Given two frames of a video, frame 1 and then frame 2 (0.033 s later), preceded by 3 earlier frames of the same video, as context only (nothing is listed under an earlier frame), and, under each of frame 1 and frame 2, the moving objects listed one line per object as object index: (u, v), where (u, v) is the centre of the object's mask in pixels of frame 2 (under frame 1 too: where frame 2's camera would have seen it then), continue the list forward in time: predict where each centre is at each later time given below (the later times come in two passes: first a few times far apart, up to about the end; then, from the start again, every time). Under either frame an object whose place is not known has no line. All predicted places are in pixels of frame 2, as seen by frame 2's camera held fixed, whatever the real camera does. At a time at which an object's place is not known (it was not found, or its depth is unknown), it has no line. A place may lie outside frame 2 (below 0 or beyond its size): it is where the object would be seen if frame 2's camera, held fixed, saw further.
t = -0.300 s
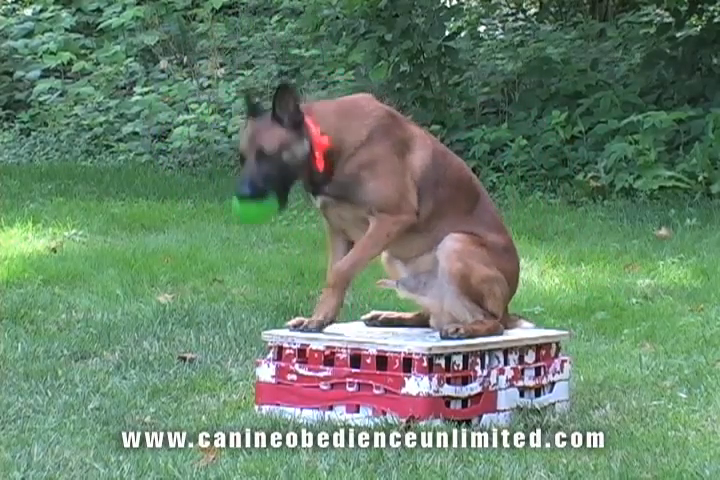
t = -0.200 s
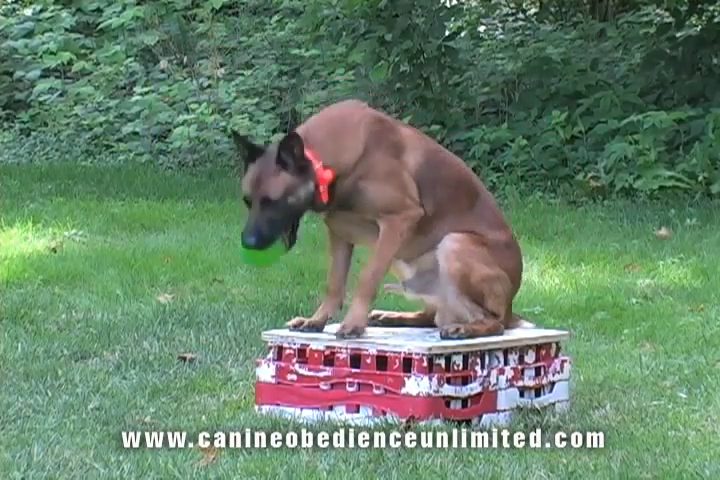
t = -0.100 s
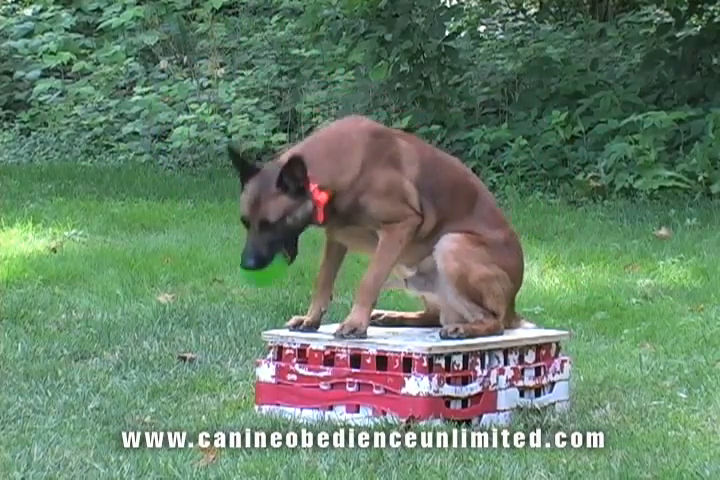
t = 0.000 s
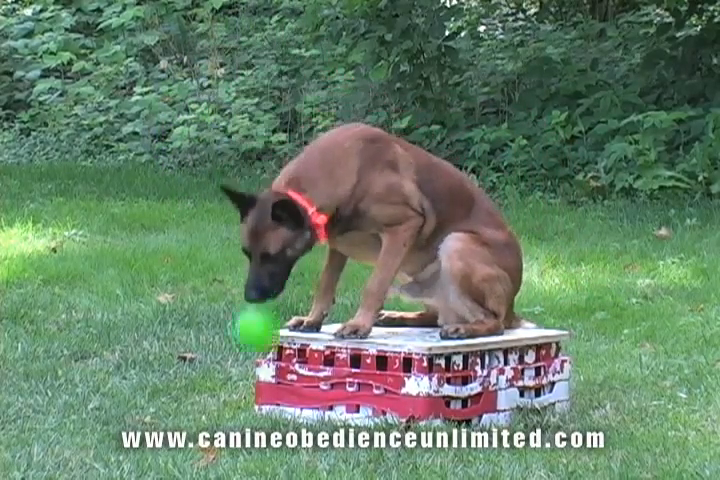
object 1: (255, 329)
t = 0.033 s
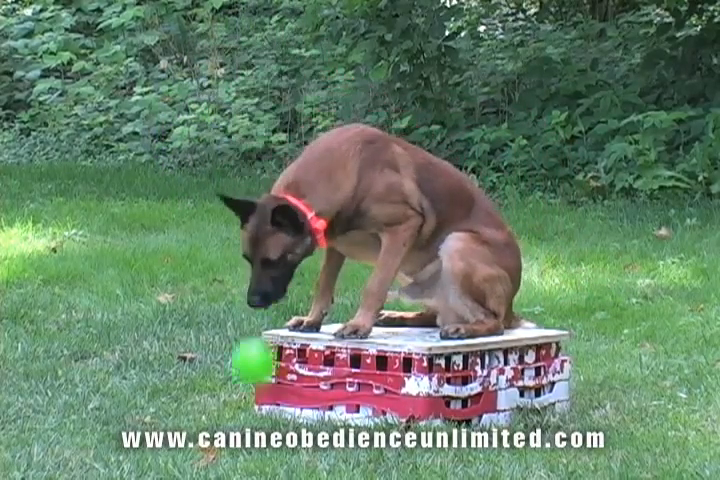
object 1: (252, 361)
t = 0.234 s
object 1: (233, 323)
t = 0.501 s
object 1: (200, 365)
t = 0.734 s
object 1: (162, 351)
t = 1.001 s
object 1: (124, 382)
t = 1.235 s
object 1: (105, 384)
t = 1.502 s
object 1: (67, 383)
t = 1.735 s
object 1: (65, 380)
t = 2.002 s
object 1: (64, 380)
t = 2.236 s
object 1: (65, 380)
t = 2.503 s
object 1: (65, 380)
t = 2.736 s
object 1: (65, 381)
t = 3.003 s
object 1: (65, 380)
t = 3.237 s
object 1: (65, 380)
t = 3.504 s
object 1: (65, 380)
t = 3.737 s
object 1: (65, 380)
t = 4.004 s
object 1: (65, 380)
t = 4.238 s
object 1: (65, 380)
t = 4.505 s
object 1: (65, 380)
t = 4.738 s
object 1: (65, 380)
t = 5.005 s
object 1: (65, 380)
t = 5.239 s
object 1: (65, 380)
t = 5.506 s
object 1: (65, 380)
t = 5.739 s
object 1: (65, 380)
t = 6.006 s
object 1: (65, 380)
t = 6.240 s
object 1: (65, 381)
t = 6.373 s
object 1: (65, 380)
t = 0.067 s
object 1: (248, 397)
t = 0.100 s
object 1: (246, 399)
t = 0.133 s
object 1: (244, 376)
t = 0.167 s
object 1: (241, 355)
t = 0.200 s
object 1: (237, 337)
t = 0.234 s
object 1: (233, 323)
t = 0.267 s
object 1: (231, 314)
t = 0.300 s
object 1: (227, 308)
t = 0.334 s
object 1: (223, 308)
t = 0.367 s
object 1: (219, 310)
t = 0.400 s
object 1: (215, 317)
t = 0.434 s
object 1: (209, 330)
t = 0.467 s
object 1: (205, 346)
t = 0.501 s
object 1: (200, 365)
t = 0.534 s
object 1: (196, 390)
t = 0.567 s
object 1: (190, 405)
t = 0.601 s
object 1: (184, 393)
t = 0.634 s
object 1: (180, 376)
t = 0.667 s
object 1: (175, 363)
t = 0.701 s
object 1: (168, 355)
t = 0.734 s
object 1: (162, 351)
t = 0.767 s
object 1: (159, 350)
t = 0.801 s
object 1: (152, 354)
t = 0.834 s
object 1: (146, 362)
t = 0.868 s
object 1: (139, 374)
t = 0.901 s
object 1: (135, 388)
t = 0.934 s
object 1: (130, 396)
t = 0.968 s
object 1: (127, 388)
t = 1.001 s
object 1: (124, 382)
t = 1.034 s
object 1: (122, 379)
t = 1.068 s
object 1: (121, 379)
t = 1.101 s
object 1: (120, 382)
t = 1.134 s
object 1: (117, 387)
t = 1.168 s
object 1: (113, 386)
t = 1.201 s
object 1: (109, 385)
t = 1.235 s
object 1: (105, 384)
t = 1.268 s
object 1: (103, 385)
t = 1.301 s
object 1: (98, 387)
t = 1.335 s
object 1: (92, 385)
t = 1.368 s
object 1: (88, 384)
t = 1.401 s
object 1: (81, 385)
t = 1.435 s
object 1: (76, 385)
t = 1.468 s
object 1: (71, 384)
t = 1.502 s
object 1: (67, 383)
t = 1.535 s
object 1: (65, 382)
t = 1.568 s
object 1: (64, 381)
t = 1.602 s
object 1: (63, 381)
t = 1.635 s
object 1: (63, 381)
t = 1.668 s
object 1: (64, 381)
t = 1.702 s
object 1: (65, 381)
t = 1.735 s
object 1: (65, 380)
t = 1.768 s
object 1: (65, 380)
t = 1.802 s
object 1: (65, 380)
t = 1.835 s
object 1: (65, 380)
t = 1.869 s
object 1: (65, 380)
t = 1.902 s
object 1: (65, 380)
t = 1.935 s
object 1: (64, 380)
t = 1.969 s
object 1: (64, 380)
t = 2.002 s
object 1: (64, 380)
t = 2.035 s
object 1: (65, 380)
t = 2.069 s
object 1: (65, 380)
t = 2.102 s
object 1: (65, 380)
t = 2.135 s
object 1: (65, 380)
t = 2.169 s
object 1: (64, 380)
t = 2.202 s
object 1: (65, 380)
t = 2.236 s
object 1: (65, 380)
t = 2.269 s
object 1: (65, 380)
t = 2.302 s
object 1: (65, 380)
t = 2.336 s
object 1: (64, 380)
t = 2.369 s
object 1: (64, 380)
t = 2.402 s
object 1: (64, 380)
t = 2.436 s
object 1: (65, 380)
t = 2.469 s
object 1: (65, 381)
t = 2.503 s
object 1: (65, 380)
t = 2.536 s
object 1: (65, 381)
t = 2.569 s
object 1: (65, 380)
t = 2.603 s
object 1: (65, 380)
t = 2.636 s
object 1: (65, 380)
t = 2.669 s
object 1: (64, 381)
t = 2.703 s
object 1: (65, 381)
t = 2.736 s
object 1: (65, 381)
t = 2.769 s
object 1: (65, 381)
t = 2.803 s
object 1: (65, 380)
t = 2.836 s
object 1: (65, 381)
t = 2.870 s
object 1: (65, 381)
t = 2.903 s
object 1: (65, 380)
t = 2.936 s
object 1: (65, 380)
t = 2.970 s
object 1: (65, 380)
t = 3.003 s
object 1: (65, 380)
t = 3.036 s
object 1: (65, 380)
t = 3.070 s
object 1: (65, 380)
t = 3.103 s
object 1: (65, 380)
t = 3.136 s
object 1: (65, 380)
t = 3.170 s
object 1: (65, 380)
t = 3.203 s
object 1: (65, 380)
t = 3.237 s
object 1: (65, 380)
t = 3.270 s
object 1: (65, 380)
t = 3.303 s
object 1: (65, 380)
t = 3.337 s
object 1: (65, 380)
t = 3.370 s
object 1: (65, 380)
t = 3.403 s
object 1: (65, 380)
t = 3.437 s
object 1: (65, 380)
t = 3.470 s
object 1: (65, 380)
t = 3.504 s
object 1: (65, 380)
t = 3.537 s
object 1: (65, 380)
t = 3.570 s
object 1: (65, 380)
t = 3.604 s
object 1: (65, 380)
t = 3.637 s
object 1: (65, 380)
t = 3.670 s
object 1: (65, 380)
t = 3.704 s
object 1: (65, 380)
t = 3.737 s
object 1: (65, 380)
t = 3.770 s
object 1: (65, 380)
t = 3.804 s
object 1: (65, 380)
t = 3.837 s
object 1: (65, 380)
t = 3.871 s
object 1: (65, 380)
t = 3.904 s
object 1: (65, 380)
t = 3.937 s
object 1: (65, 380)
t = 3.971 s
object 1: (65, 380)
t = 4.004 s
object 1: (65, 380)
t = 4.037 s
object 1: (65, 380)
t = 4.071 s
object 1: (65, 380)
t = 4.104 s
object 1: (65, 380)
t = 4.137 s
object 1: (65, 380)
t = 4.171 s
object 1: (65, 380)
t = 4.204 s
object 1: (65, 380)
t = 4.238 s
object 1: (65, 380)
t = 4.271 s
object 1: (65, 380)
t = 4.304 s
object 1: (65, 380)
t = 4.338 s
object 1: (65, 380)
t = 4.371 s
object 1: (65, 380)
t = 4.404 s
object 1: (65, 380)
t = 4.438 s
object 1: (65, 380)
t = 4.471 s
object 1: (65, 380)
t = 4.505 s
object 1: (65, 380)
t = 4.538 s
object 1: (65, 380)
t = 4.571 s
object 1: (65, 380)
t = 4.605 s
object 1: (65, 380)
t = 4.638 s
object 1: (65, 380)
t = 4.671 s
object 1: (65, 380)
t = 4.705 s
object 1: (65, 380)
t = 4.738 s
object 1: (65, 380)
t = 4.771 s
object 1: (65, 380)
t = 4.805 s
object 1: (65, 380)
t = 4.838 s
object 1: (65, 380)
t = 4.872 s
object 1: (65, 380)
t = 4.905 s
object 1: (65, 380)
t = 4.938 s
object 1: (65, 380)
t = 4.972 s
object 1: (65, 380)
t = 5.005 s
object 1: (65, 380)
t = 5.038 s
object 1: (65, 380)
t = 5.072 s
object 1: (65, 380)
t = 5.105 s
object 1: (65, 380)
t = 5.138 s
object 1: (65, 380)
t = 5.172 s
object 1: (65, 380)
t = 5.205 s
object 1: (65, 380)
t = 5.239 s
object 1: (65, 380)
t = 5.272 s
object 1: (65, 380)
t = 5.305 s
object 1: (65, 380)
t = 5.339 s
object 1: (65, 380)
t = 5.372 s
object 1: (65, 380)
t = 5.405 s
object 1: (65, 380)
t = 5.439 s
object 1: (65, 380)
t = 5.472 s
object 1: (65, 380)
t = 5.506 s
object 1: (65, 380)
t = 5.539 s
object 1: (65, 380)
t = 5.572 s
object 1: (65, 380)
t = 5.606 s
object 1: (65, 380)
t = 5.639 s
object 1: (65, 380)
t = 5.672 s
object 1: (65, 380)
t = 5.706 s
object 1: (65, 380)
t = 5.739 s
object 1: (65, 380)
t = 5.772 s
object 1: (65, 380)
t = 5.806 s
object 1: (65, 380)
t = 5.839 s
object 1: (65, 380)
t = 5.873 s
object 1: (65, 380)
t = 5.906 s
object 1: (65, 380)
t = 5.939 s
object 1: (65, 380)
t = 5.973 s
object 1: (64, 380)
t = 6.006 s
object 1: (65, 380)
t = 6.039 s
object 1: (65, 381)
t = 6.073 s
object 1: (65, 381)
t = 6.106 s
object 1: (65, 381)
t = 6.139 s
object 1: (65, 380)
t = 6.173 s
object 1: (65, 380)
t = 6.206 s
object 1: (65, 381)
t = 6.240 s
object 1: (65, 381)
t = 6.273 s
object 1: (65, 381)
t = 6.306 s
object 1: (65, 380)
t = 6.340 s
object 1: (65, 380)
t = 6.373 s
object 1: (65, 380)
